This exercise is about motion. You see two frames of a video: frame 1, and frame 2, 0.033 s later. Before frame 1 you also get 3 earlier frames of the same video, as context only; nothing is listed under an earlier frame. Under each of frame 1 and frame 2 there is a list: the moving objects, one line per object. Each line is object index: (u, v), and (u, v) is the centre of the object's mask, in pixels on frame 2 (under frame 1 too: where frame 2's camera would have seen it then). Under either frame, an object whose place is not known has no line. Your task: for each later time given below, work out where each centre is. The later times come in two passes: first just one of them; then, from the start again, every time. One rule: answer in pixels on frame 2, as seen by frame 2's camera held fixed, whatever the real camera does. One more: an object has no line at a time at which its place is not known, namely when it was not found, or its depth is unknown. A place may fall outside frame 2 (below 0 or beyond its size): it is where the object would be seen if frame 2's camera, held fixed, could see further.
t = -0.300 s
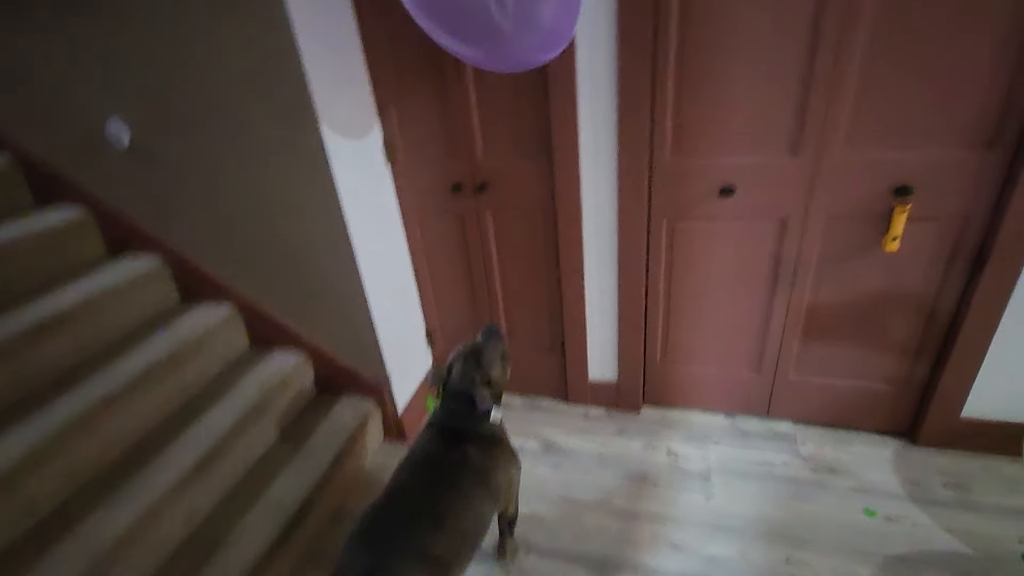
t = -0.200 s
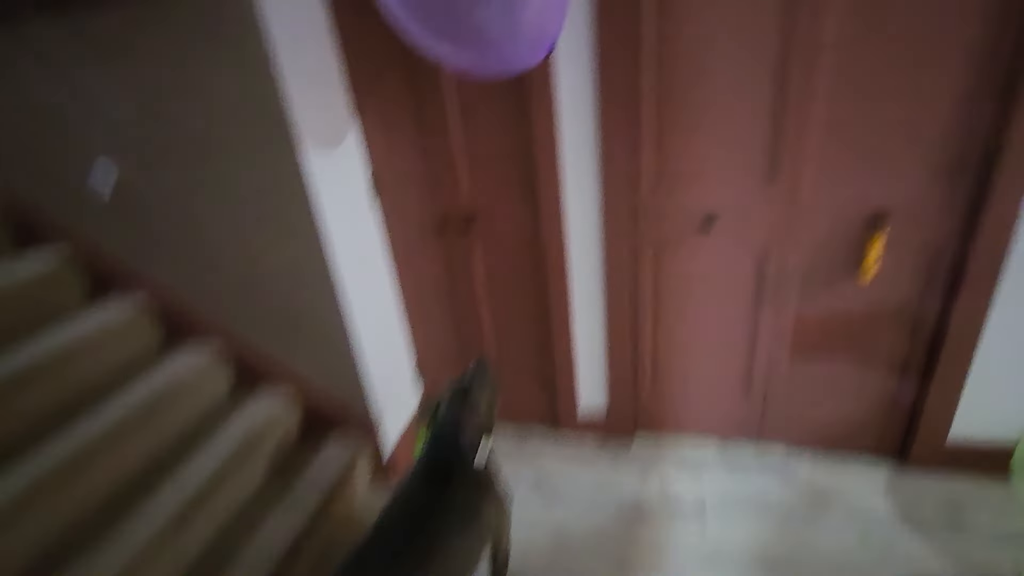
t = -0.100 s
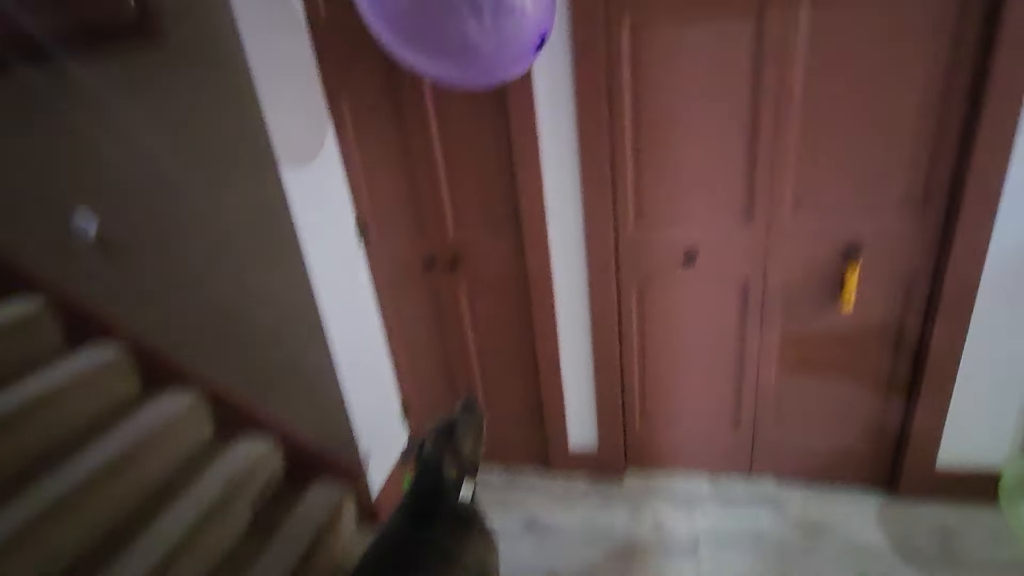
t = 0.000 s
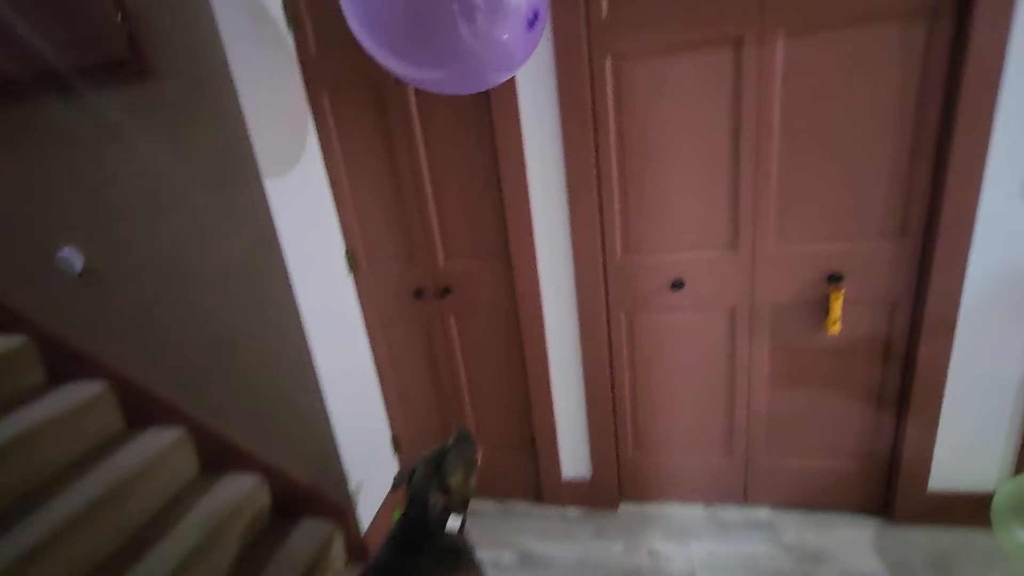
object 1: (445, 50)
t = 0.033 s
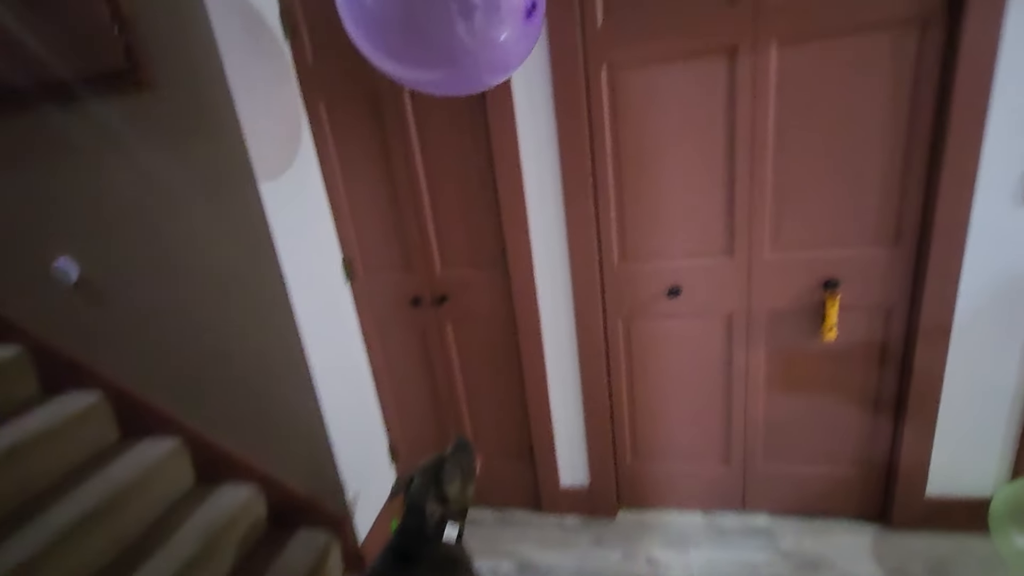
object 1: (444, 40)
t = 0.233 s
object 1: (443, 1)
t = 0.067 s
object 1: (444, 31)
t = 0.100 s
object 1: (443, 24)
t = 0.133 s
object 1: (443, 17)
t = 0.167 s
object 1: (443, 11)
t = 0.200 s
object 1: (443, 5)
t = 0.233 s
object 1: (443, 1)
